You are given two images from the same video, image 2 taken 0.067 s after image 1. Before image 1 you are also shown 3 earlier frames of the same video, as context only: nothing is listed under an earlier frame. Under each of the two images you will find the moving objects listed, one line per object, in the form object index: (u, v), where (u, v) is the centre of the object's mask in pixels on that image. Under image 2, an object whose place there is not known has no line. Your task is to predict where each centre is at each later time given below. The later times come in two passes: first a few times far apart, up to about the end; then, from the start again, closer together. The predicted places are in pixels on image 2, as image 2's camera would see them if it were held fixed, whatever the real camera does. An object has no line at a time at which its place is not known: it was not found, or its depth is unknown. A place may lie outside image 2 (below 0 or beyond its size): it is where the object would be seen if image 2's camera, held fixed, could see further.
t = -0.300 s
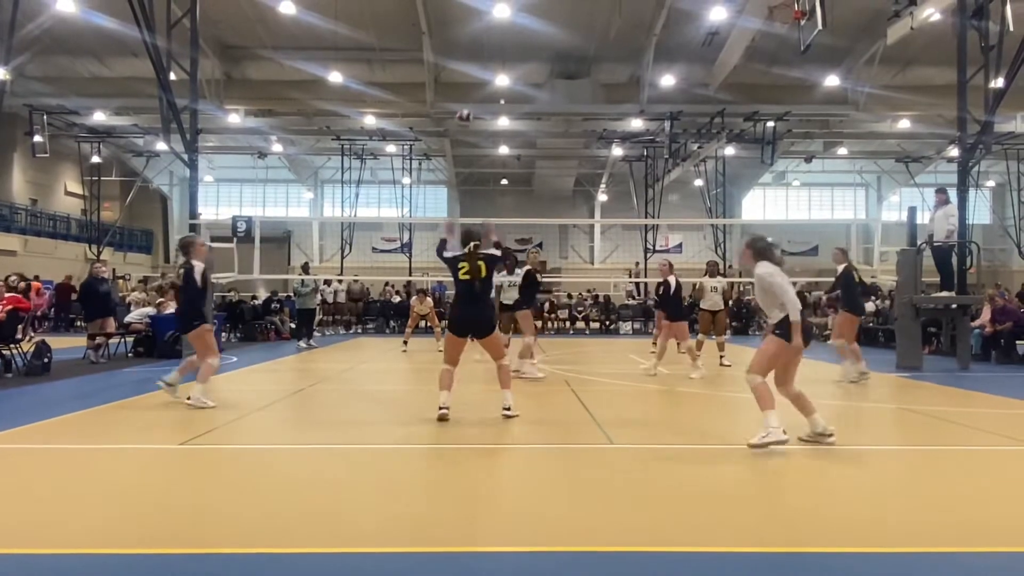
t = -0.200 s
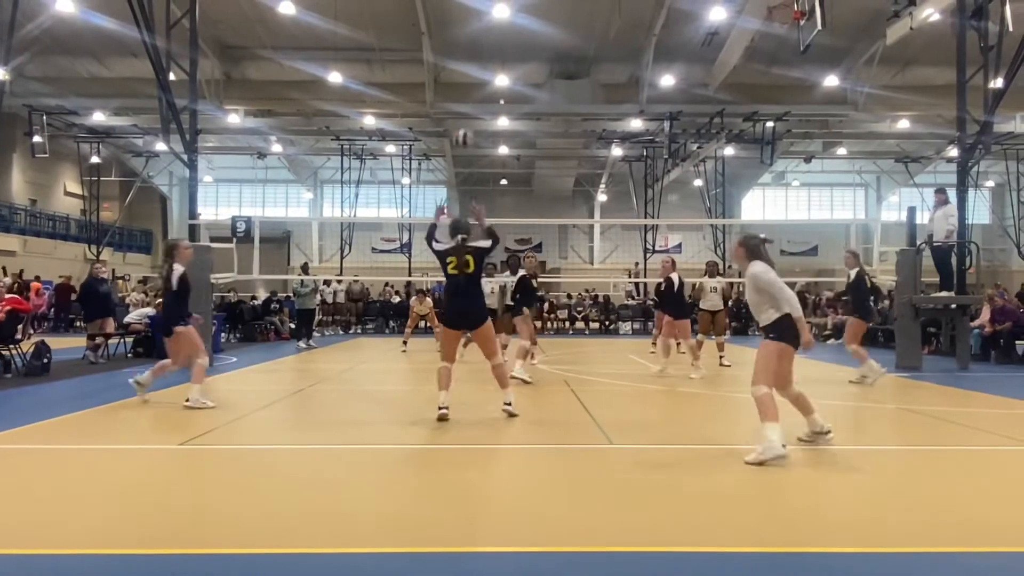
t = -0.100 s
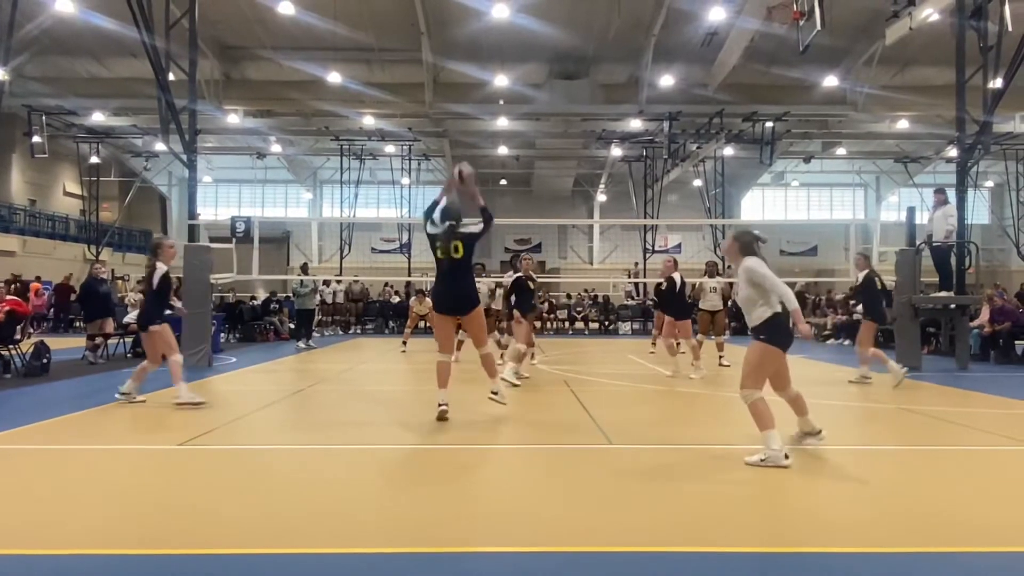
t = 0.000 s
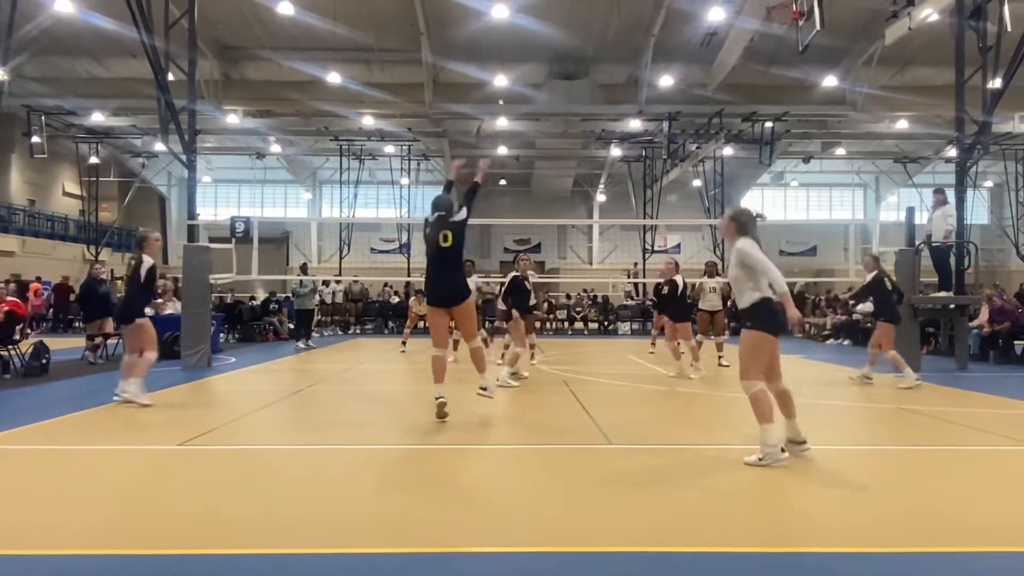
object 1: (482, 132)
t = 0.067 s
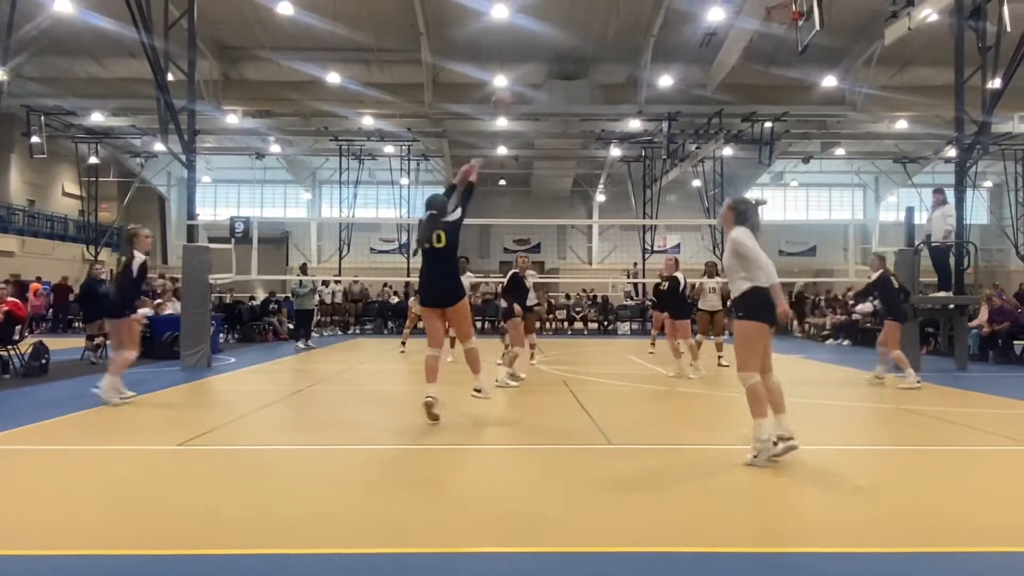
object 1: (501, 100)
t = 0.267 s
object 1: (554, 44)
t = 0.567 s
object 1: (612, 41)
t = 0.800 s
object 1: (652, 87)
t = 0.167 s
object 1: (529, 65)
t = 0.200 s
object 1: (538, 55)
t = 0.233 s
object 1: (545, 51)
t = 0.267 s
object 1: (554, 44)
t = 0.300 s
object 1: (561, 39)
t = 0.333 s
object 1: (568, 36)
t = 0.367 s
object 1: (574, 34)
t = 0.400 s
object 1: (581, 32)
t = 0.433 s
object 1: (587, 32)
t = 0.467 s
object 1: (594, 33)
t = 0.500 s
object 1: (600, 35)
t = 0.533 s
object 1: (606, 38)
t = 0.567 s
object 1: (612, 41)
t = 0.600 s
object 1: (618, 46)
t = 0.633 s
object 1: (624, 51)
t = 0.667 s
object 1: (629, 57)
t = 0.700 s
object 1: (635, 65)
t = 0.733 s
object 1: (639, 72)
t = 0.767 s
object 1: (645, 80)
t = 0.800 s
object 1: (652, 87)
